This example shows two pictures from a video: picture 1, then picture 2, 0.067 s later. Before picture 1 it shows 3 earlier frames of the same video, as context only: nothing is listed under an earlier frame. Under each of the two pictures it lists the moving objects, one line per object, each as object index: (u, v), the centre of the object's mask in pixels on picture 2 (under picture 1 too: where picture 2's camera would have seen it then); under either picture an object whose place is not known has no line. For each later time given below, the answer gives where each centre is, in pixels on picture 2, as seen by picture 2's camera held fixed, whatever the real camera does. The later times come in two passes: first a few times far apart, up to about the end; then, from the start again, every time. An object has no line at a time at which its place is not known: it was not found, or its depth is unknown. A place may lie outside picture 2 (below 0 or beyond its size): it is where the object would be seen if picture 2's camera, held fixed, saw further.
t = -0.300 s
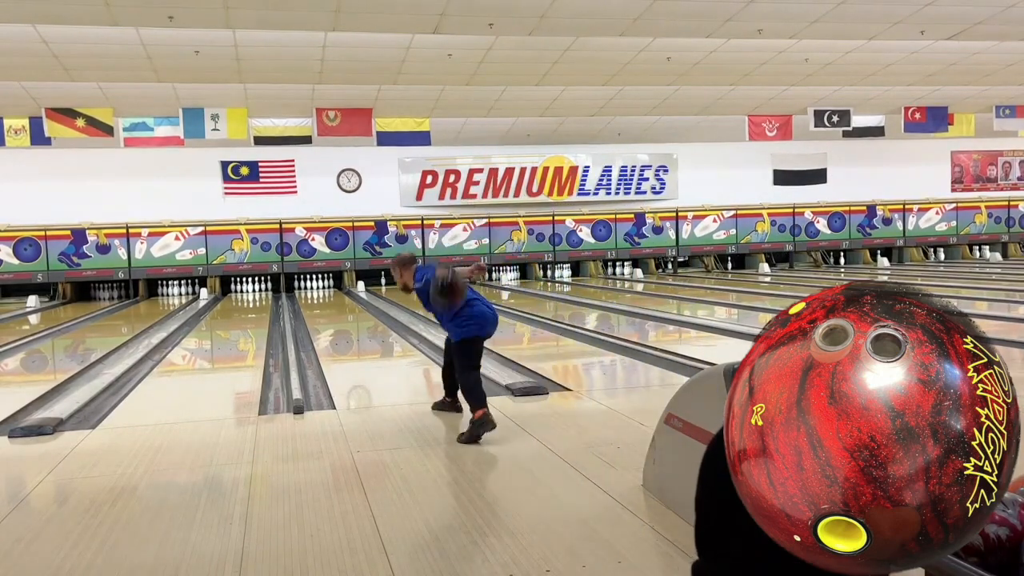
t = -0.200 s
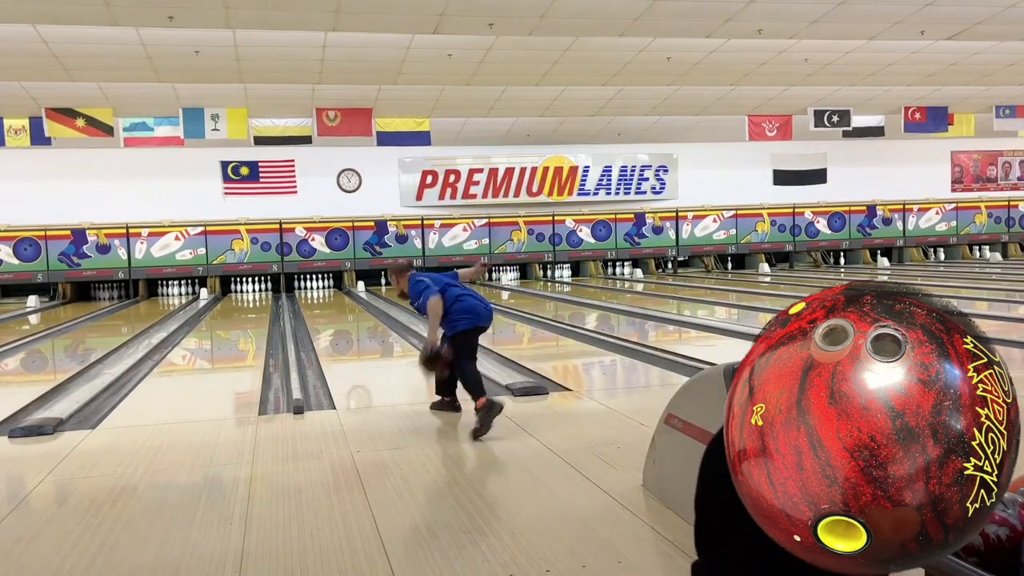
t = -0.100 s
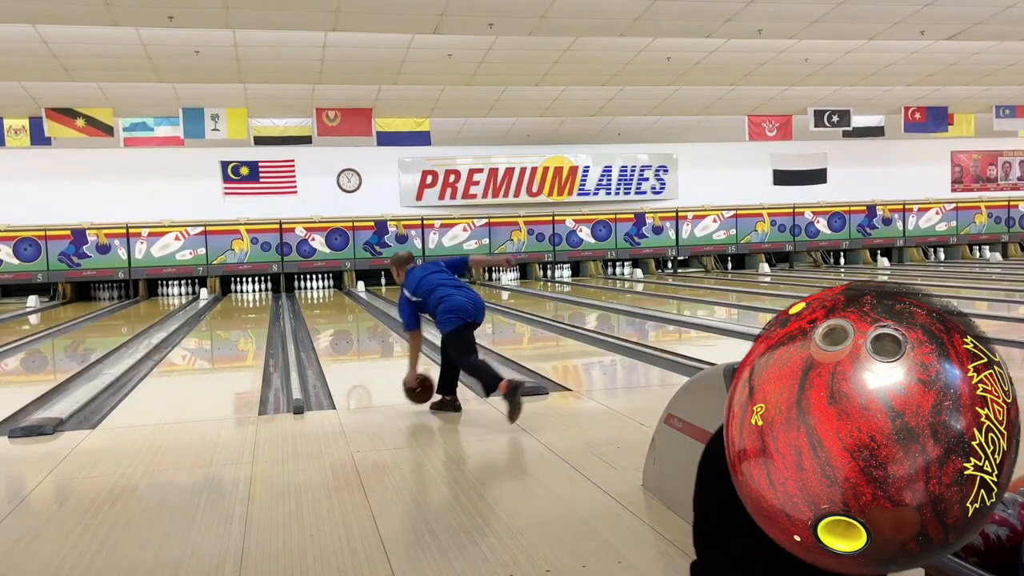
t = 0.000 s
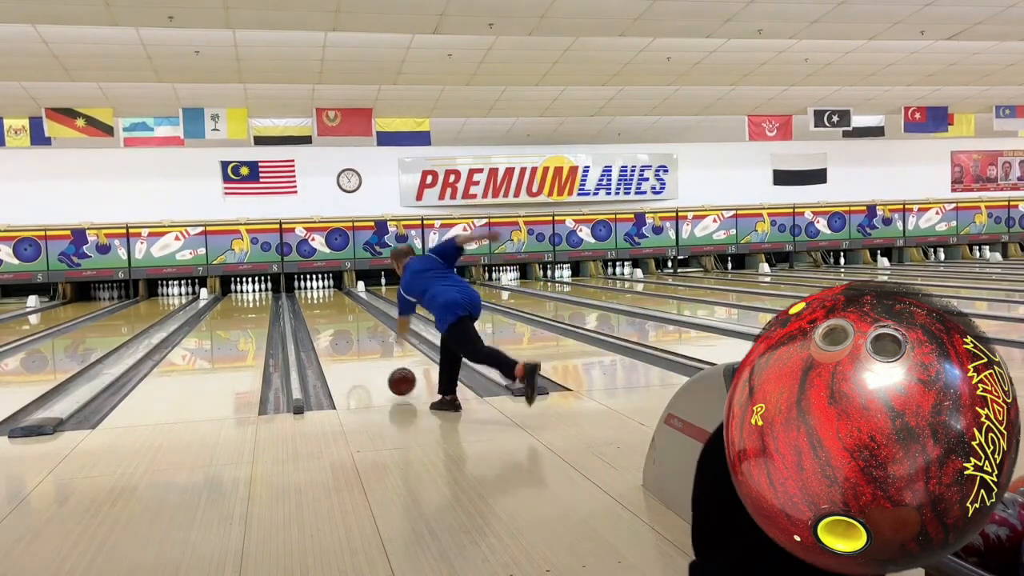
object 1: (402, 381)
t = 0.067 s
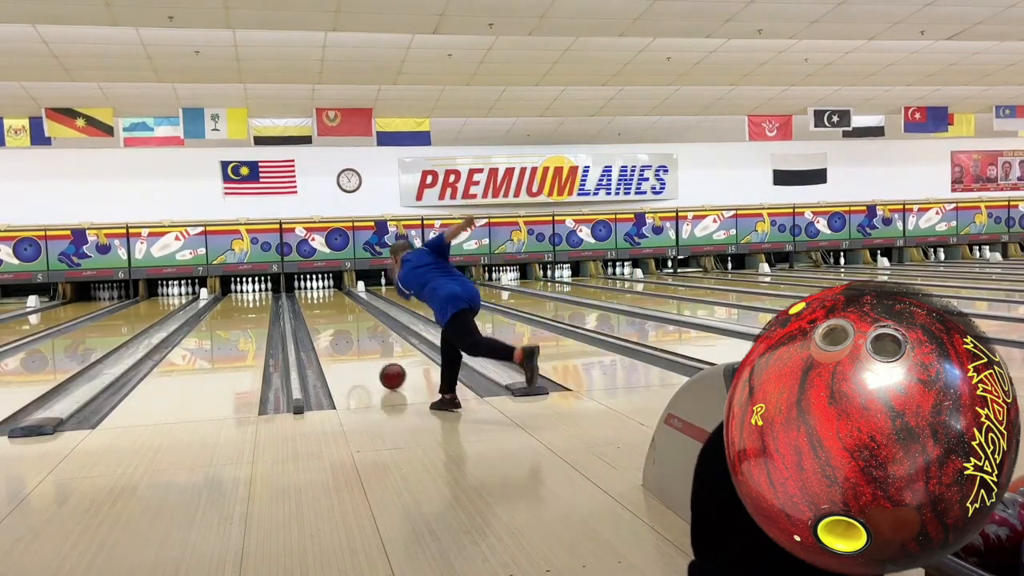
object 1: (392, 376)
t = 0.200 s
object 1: (377, 363)
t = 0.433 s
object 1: (356, 345)
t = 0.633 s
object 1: (343, 334)
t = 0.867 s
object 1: (332, 323)
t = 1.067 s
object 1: (325, 316)
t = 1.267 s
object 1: (319, 310)
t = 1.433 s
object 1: (315, 306)
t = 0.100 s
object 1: (388, 372)
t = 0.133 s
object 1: (384, 369)
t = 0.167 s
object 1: (380, 366)
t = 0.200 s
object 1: (377, 363)
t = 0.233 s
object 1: (373, 360)
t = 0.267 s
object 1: (370, 357)
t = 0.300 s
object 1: (367, 354)
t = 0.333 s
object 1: (364, 352)
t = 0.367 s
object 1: (361, 349)
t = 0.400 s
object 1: (359, 347)
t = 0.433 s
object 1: (356, 345)
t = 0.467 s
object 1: (354, 343)
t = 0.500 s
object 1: (351, 341)
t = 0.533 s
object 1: (349, 339)
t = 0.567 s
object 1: (347, 337)
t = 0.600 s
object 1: (345, 335)
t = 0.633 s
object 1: (343, 334)
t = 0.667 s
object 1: (342, 332)
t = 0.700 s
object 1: (340, 330)
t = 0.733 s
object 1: (338, 329)
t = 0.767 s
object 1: (337, 328)
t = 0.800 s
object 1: (335, 326)
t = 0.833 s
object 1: (334, 325)
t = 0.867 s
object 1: (332, 323)
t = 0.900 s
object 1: (331, 322)
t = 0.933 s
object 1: (329, 321)
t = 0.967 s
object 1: (328, 320)
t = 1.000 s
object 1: (327, 318)
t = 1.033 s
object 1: (326, 317)
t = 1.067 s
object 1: (325, 316)
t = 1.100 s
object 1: (324, 315)
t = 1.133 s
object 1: (323, 314)
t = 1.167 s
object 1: (322, 313)
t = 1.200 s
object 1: (321, 312)
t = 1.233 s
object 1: (320, 312)
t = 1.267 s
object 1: (319, 310)
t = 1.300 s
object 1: (318, 309)
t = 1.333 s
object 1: (318, 309)
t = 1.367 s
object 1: (317, 308)
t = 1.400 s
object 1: (316, 307)
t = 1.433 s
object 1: (315, 306)
